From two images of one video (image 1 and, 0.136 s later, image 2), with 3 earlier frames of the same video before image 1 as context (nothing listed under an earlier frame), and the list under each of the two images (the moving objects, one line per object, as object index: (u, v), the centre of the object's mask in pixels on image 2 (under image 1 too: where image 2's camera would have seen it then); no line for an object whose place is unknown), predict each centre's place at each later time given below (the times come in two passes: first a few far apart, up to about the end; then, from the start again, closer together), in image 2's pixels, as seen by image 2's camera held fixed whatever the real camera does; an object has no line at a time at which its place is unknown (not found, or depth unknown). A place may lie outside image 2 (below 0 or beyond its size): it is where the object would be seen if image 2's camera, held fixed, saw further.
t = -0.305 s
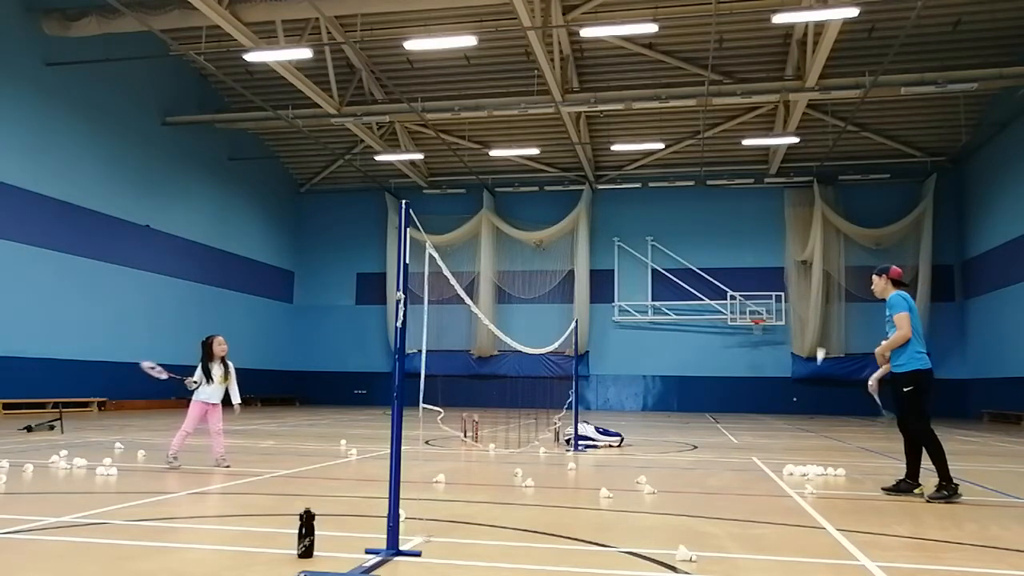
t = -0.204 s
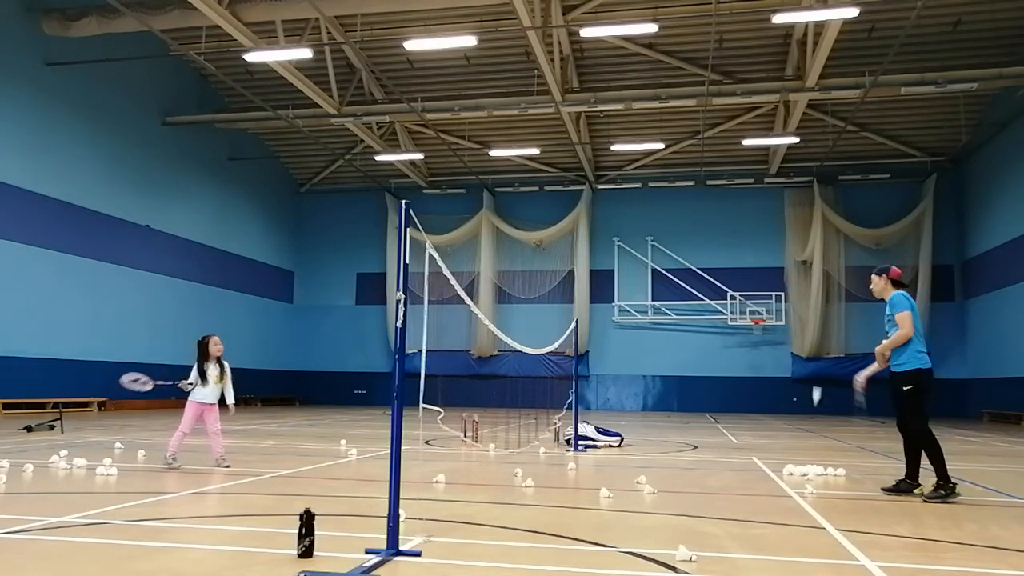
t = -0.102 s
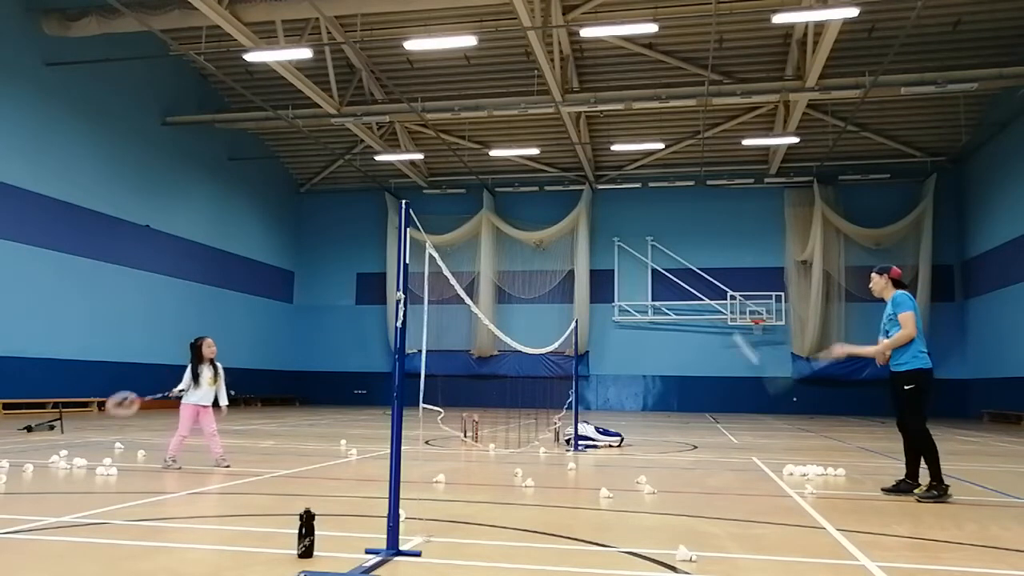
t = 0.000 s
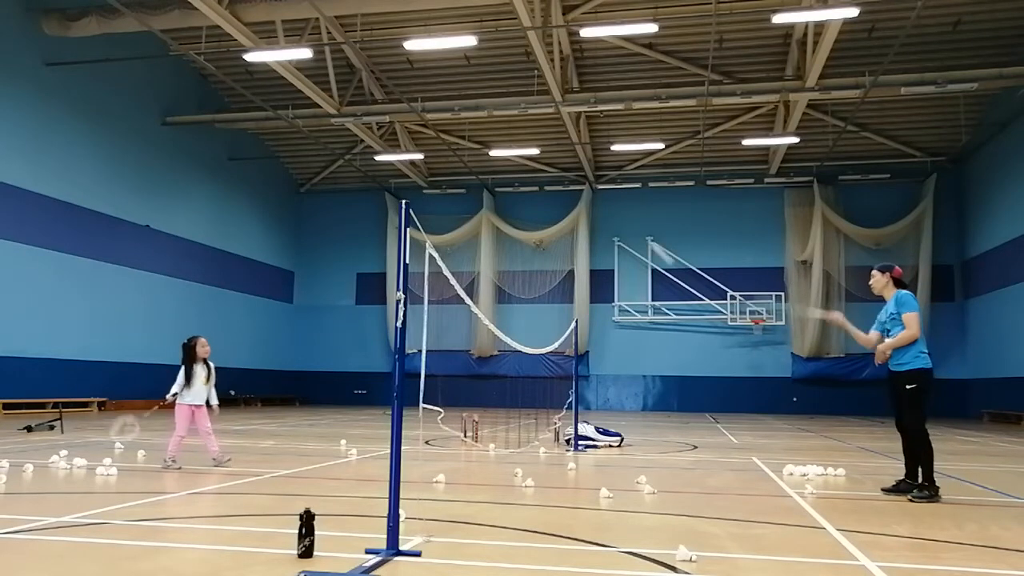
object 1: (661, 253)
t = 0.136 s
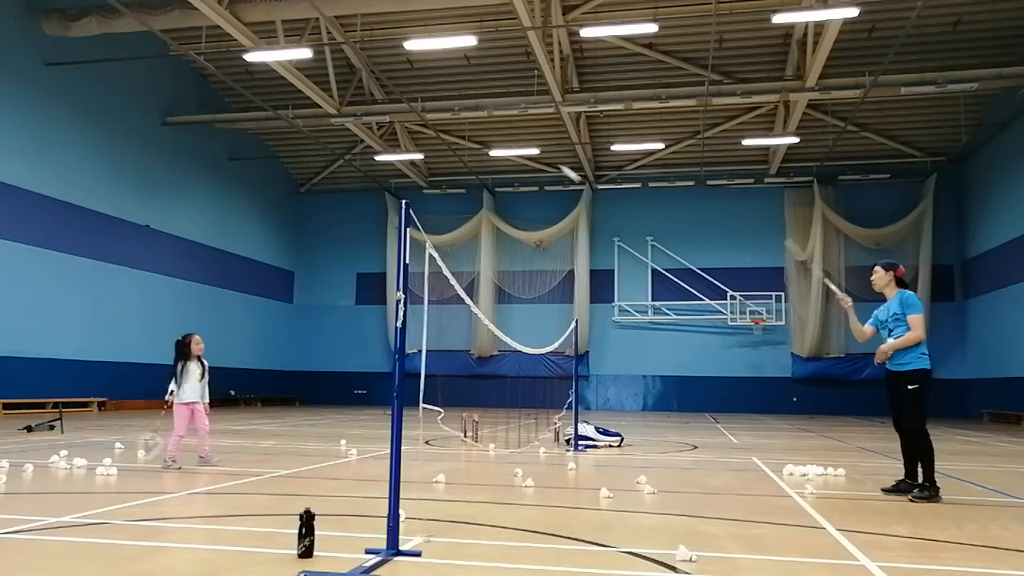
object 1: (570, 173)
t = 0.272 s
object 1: (496, 128)
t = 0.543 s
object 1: (379, 107)
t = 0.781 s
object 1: (295, 152)
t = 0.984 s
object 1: (236, 230)
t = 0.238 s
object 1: (513, 136)
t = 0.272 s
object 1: (496, 128)
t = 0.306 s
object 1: (481, 121)
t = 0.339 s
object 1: (464, 114)
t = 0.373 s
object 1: (449, 110)
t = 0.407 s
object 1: (434, 107)
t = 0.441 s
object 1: (420, 105)
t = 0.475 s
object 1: (406, 104)
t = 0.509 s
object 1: (393, 105)
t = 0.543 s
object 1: (379, 107)
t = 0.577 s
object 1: (366, 110)
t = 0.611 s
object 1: (353, 113)
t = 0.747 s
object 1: (306, 142)
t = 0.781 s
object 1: (295, 152)
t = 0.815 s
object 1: (284, 163)
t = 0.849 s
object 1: (274, 174)
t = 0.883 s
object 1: (264, 187)
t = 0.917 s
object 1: (254, 201)
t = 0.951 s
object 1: (245, 215)
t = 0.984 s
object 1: (236, 230)
